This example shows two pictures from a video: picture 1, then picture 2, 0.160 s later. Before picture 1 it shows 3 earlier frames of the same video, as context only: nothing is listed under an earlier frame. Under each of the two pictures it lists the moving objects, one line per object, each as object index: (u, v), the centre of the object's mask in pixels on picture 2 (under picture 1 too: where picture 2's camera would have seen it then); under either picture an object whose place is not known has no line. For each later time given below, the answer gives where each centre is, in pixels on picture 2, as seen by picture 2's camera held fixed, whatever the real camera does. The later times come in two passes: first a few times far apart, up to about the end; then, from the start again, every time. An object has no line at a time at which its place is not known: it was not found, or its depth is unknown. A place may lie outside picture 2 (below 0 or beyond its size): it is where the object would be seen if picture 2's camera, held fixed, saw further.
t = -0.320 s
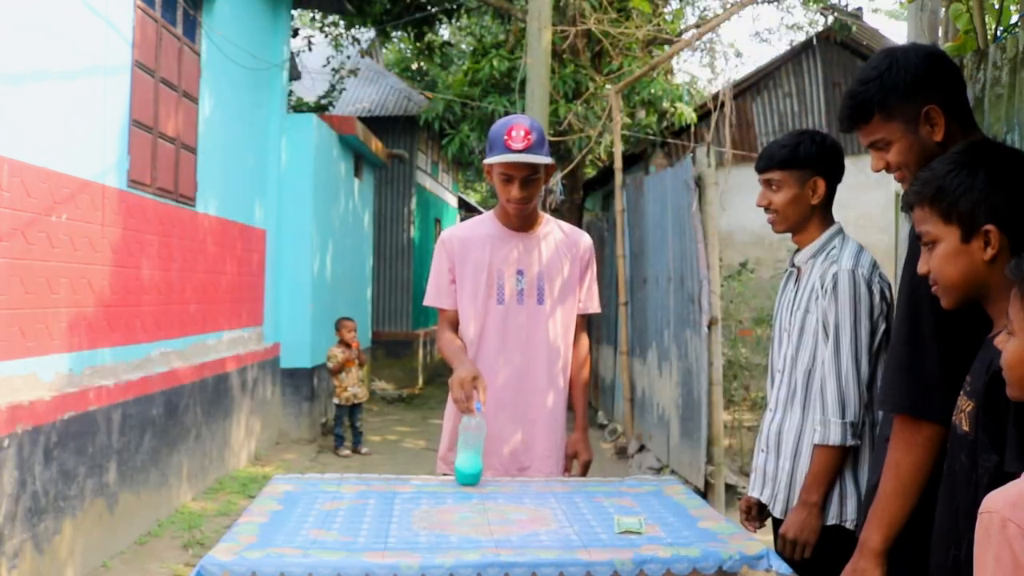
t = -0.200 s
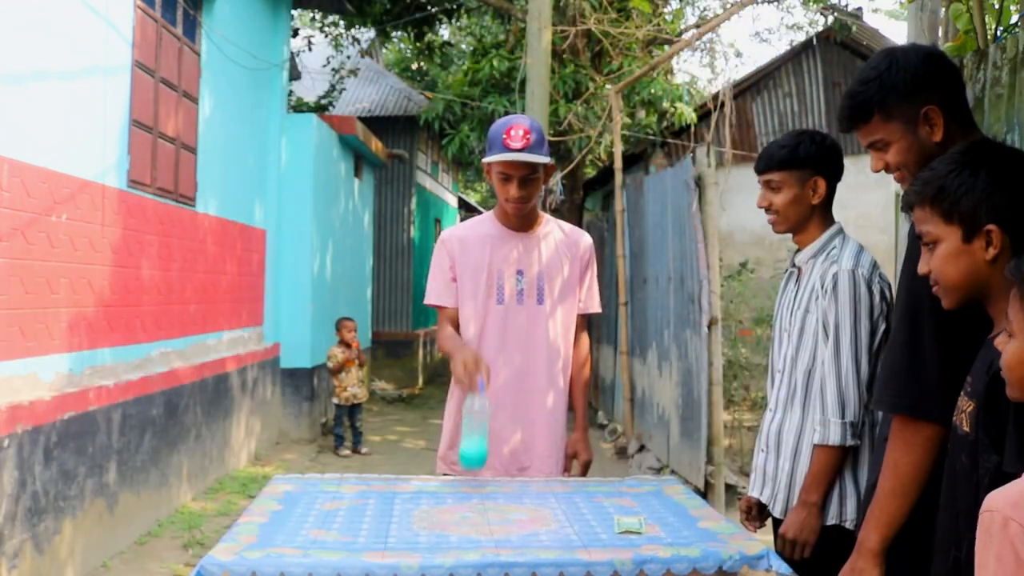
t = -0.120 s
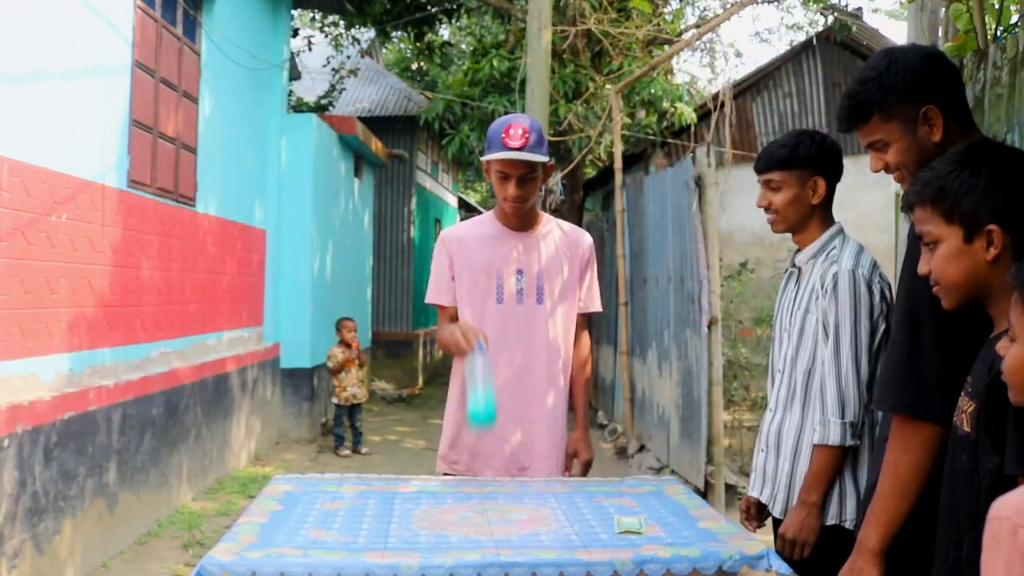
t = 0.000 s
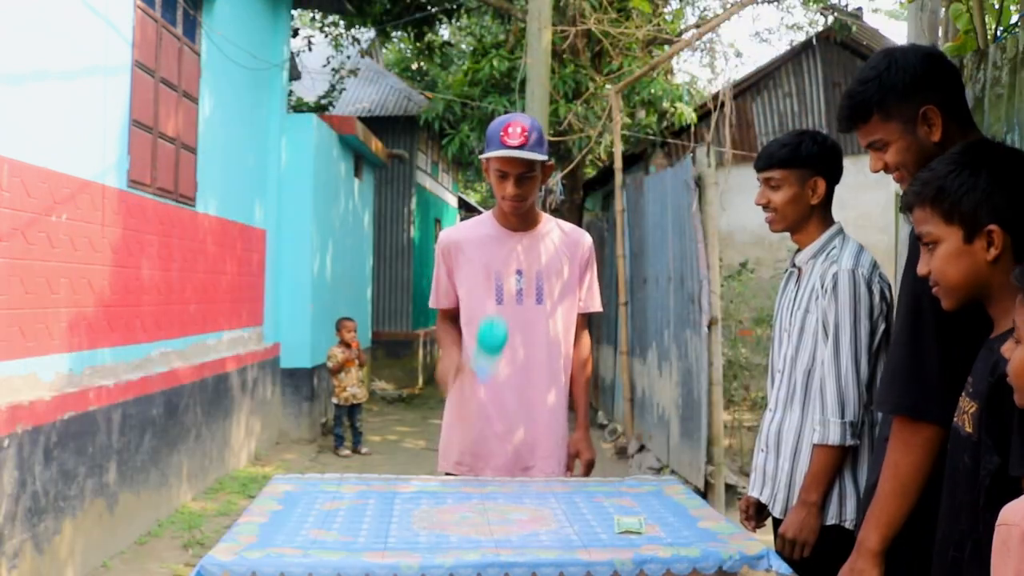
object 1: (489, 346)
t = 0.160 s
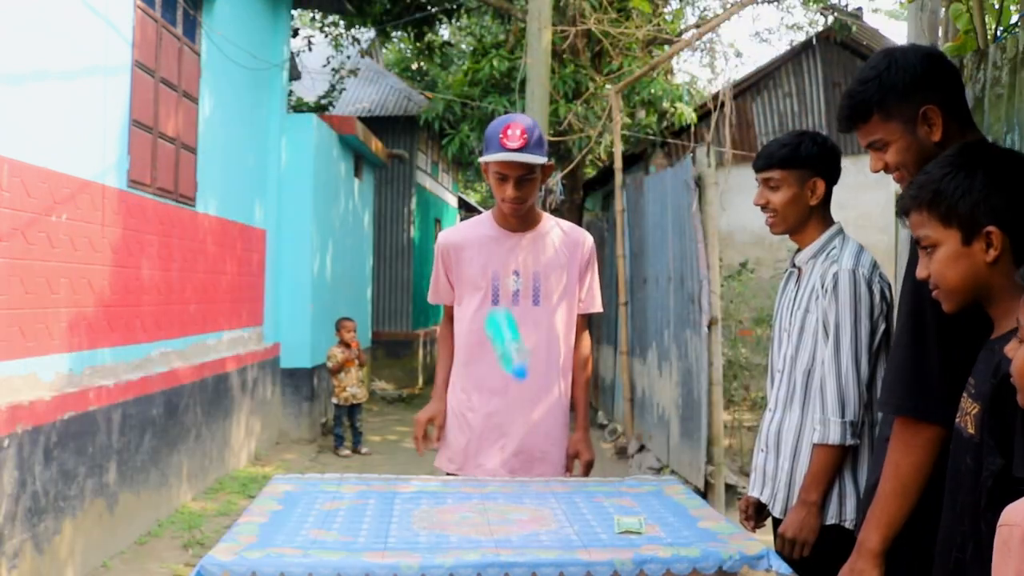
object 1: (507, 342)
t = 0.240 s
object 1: (512, 376)
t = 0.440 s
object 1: (518, 523)
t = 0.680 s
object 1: (508, 524)
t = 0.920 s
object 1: (498, 524)
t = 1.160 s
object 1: (497, 524)
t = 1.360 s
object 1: (503, 525)
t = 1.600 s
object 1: (503, 525)
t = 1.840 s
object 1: (500, 524)
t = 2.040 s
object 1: (501, 524)
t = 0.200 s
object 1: (509, 353)
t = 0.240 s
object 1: (512, 376)
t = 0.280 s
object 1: (513, 409)
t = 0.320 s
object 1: (517, 450)
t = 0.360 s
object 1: (519, 494)
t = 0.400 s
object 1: (519, 522)
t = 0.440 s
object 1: (518, 523)
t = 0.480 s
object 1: (517, 523)
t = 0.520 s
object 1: (515, 524)
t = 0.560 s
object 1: (513, 524)
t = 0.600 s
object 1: (511, 524)
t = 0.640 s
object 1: (509, 524)
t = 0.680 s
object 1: (508, 524)
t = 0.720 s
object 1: (507, 524)
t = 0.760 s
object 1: (505, 524)
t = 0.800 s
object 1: (502, 525)
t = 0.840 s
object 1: (500, 524)
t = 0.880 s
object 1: (499, 524)
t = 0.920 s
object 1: (498, 524)
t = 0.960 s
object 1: (497, 524)
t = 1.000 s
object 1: (496, 524)
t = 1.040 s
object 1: (496, 524)
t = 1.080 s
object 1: (496, 524)
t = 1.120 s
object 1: (496, 524)
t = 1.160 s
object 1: (497, 524)
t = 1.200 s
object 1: (499, 525)
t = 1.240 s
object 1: (500, 524)
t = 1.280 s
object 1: (501, 524)
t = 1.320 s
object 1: (502, 524)
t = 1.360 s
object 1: (503, 525)
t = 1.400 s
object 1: (504, 525)
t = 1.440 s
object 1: (504, 524)
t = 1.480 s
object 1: (504, 524)
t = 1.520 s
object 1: (504, 524)
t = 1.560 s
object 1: (504, 525)
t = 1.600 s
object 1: (503, 525)
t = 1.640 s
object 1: (502, 524)
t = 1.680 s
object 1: (502, 524)
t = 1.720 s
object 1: (500, 524)
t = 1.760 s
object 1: (500, 525)
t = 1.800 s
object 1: (500, 525)
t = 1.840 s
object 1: (500, 524)
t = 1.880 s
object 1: (499, 524)
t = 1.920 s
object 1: (500, 524)
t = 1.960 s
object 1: (500, 525)
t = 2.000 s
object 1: (501, 524)
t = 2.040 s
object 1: (501, 524)
